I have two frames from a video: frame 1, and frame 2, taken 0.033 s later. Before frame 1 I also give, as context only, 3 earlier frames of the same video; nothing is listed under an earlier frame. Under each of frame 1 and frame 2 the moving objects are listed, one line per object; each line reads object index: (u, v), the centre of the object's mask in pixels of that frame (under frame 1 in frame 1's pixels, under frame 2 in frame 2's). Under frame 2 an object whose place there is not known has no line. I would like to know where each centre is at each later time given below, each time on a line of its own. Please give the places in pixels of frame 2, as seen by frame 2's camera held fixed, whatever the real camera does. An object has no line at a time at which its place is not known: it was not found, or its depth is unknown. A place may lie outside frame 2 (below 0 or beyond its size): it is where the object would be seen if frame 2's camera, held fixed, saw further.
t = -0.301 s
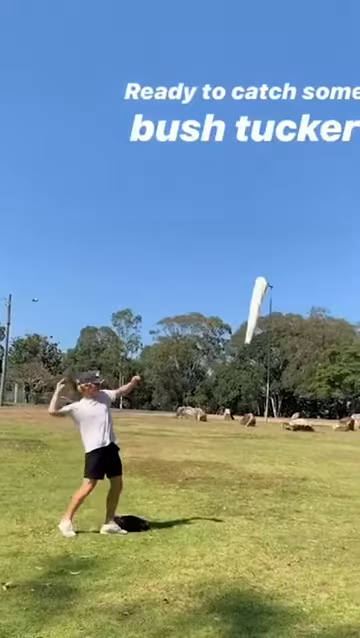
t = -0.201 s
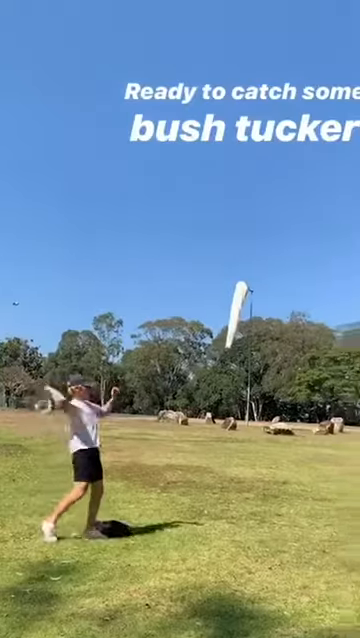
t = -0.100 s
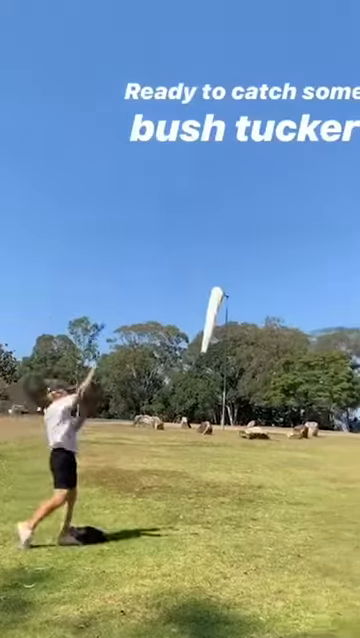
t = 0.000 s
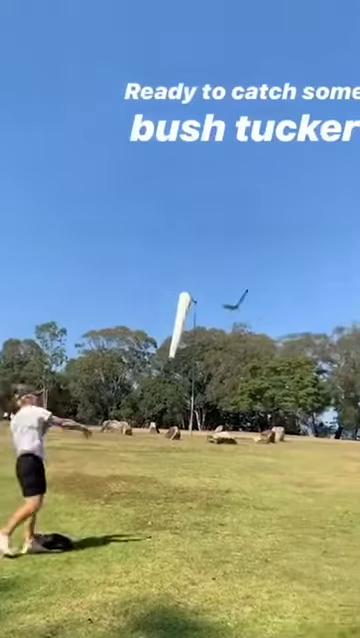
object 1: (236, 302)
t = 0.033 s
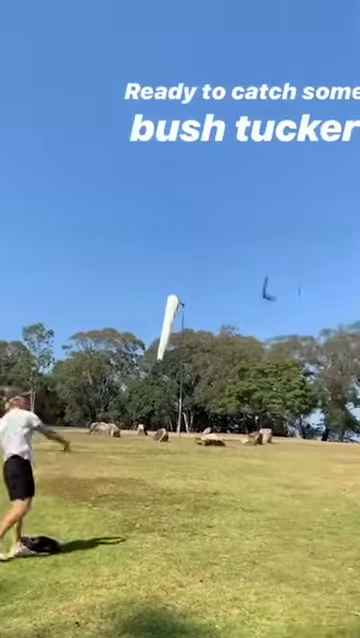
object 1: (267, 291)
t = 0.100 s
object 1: (335, 269)
